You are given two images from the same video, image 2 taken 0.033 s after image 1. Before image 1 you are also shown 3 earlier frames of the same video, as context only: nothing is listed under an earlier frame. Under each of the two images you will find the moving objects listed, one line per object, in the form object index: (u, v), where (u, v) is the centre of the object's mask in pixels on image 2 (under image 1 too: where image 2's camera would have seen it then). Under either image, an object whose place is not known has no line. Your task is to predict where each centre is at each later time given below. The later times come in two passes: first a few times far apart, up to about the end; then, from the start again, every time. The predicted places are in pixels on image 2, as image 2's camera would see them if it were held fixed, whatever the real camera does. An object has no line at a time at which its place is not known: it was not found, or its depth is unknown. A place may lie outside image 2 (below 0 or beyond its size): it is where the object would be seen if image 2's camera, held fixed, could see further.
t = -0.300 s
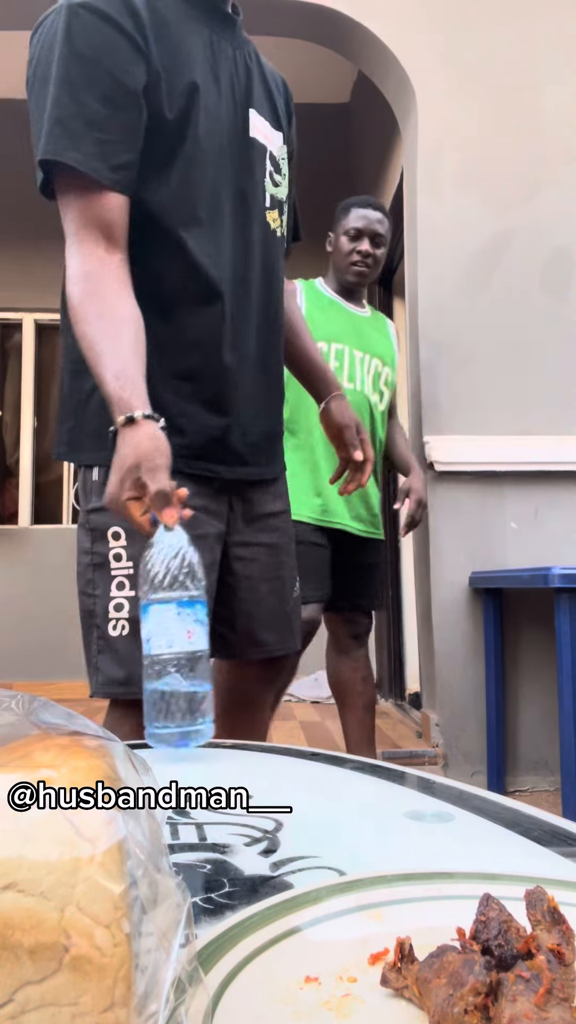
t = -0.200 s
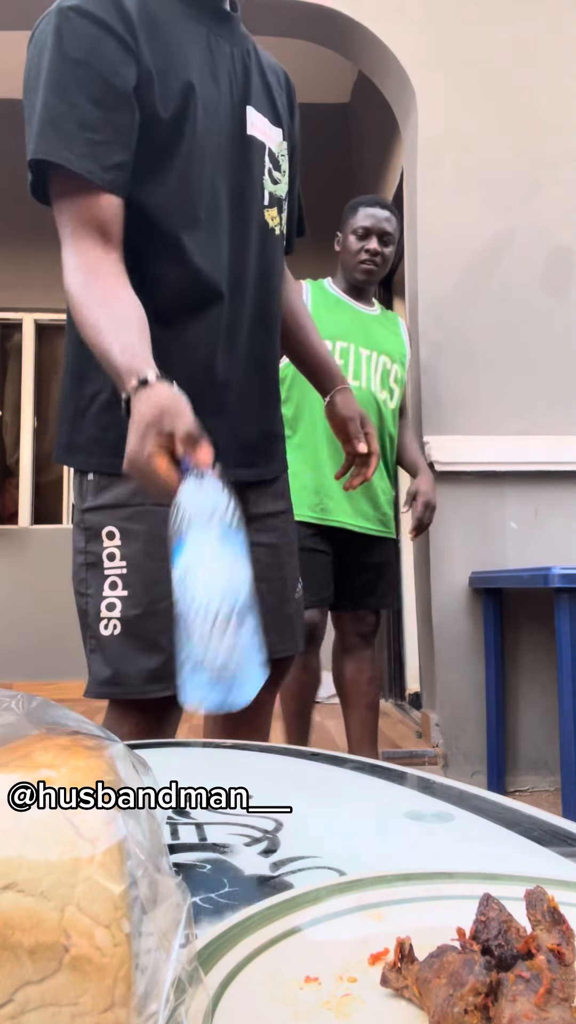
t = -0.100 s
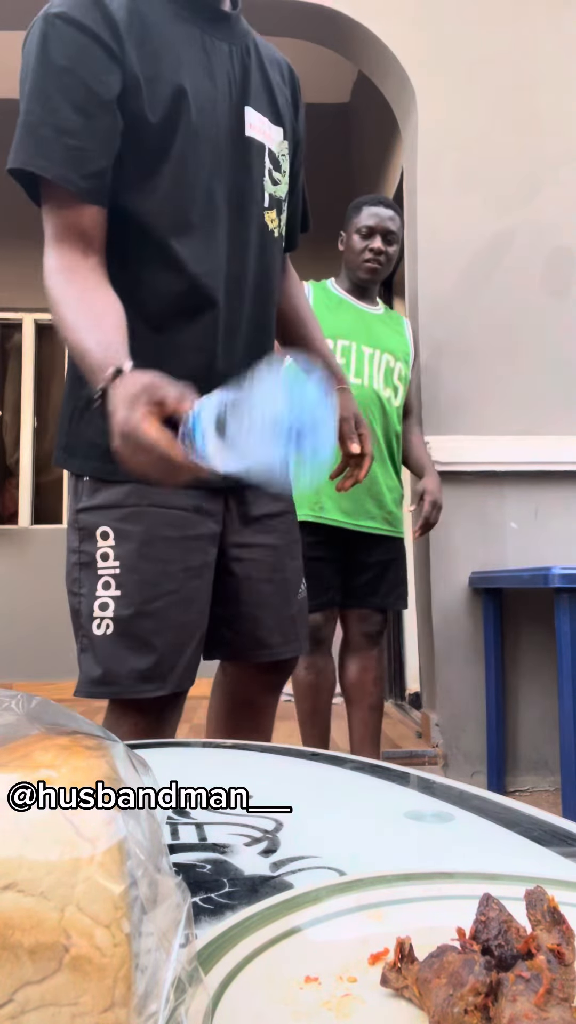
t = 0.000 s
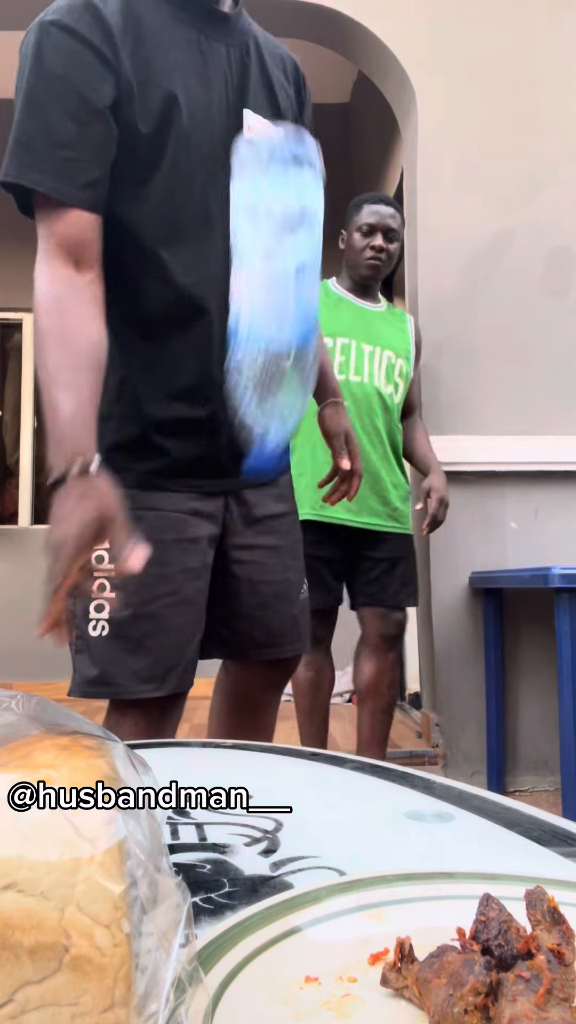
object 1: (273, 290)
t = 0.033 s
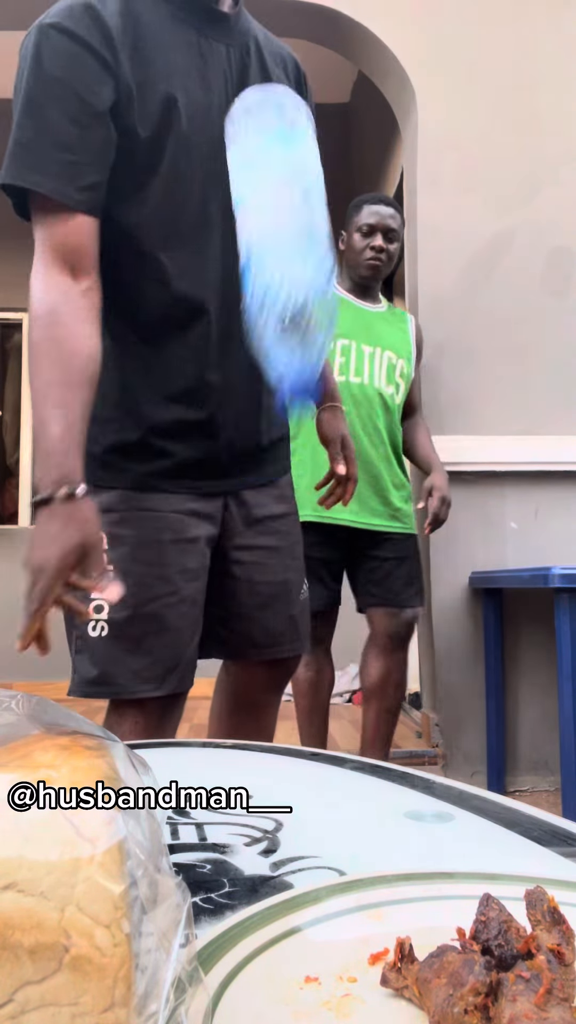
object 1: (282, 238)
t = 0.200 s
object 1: (313, 141)
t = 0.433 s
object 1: (266, 665)
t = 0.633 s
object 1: (237, 670)
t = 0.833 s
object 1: (244, 673)
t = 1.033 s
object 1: (246, 674)
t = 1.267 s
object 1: (246, 674)
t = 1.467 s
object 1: (246, 674)
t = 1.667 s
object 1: (246, 674)
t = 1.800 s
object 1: (246, 674)
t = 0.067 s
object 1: (291, 199)
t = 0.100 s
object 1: (300, 169)
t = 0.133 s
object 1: (308, 146)
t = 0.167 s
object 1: (312, 134)
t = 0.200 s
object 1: (313, 141)
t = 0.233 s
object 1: (309, 166)
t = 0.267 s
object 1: (302, 212)
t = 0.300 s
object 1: (292, 281)
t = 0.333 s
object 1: (284, 375)
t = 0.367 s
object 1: (277, 495)
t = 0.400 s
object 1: (274, 622)
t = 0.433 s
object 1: (266, 665)
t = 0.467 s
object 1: (260, 665)
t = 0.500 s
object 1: (255, 667)
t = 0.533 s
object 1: (249, 667)
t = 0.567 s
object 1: (243, 668)
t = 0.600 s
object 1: (239, 669)
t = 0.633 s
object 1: (237, 670)
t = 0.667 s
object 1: (236, 670)
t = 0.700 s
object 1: (240, 671)
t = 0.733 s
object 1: (250, 672)
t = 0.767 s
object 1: (254, 674)
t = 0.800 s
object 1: (252, 672)
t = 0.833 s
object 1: (244, 673)
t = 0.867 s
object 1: (245, 674)
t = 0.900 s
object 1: (248, 674)
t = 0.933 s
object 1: (244, 673)
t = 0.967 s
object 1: (242, 673)
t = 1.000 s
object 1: (246, 673)
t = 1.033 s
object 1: (246, 674)
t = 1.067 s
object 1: (244, 674)
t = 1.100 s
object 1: (246, 674)
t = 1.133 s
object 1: (246, 674)
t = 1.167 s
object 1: (246, 674)
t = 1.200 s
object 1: (246, 674)
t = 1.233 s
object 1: (246, 674)
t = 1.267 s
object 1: (246, 674)
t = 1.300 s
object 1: (246, 674)
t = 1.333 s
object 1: (246, 674)
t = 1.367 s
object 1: (246, 674)
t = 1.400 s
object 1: (246, 674)
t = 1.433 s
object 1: (246, 674)
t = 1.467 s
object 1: (246, 674)
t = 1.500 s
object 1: (246, 674)
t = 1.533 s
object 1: (246, 674)
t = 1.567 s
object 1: (246, 675)
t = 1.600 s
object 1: (246, 675)
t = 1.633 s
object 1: (246, 674)
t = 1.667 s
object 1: (246, 674)
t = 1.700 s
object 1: (246, 674)
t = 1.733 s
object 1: (246, 674)
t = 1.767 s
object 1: (246, 674)
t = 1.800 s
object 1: (246, 674)
